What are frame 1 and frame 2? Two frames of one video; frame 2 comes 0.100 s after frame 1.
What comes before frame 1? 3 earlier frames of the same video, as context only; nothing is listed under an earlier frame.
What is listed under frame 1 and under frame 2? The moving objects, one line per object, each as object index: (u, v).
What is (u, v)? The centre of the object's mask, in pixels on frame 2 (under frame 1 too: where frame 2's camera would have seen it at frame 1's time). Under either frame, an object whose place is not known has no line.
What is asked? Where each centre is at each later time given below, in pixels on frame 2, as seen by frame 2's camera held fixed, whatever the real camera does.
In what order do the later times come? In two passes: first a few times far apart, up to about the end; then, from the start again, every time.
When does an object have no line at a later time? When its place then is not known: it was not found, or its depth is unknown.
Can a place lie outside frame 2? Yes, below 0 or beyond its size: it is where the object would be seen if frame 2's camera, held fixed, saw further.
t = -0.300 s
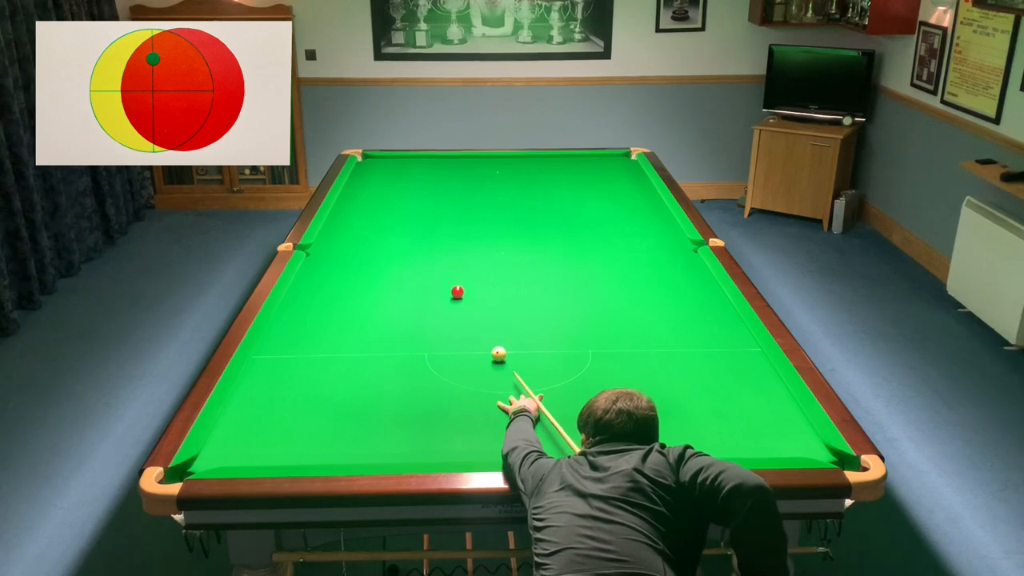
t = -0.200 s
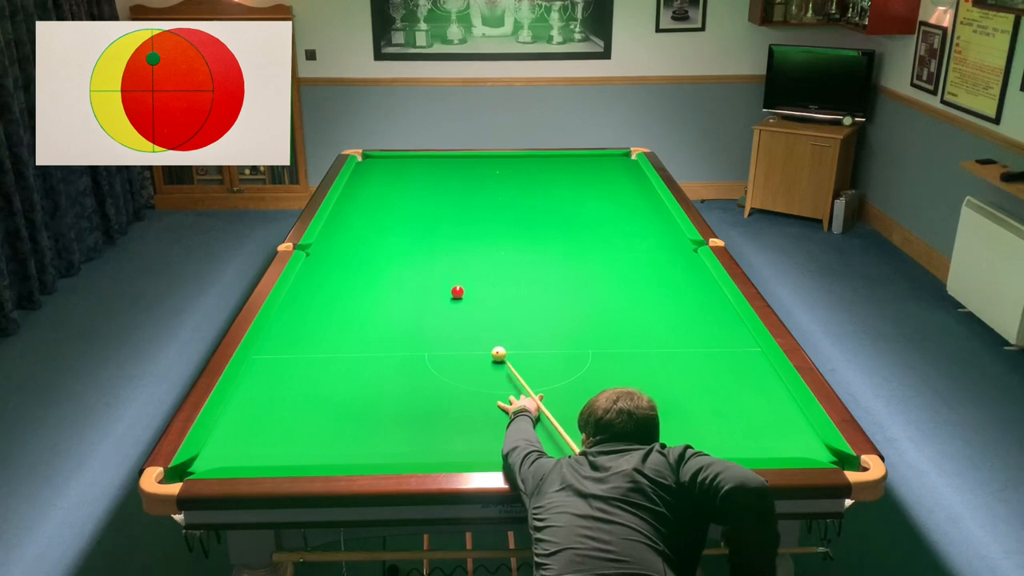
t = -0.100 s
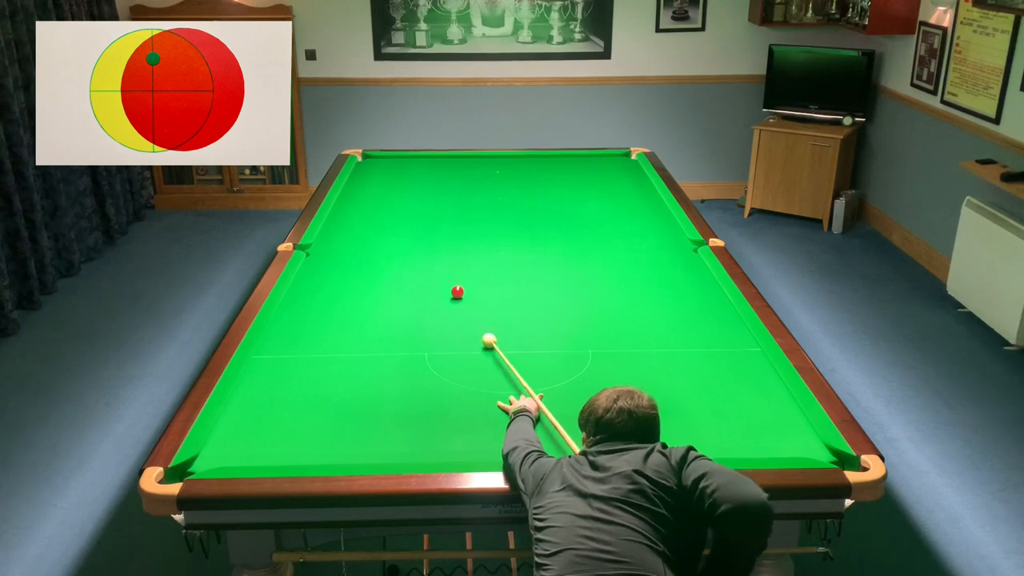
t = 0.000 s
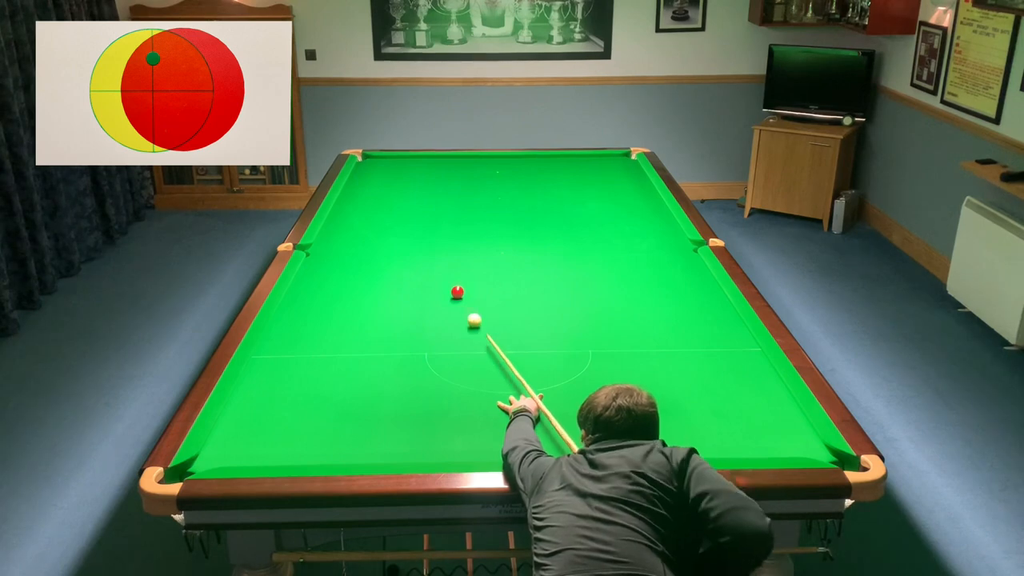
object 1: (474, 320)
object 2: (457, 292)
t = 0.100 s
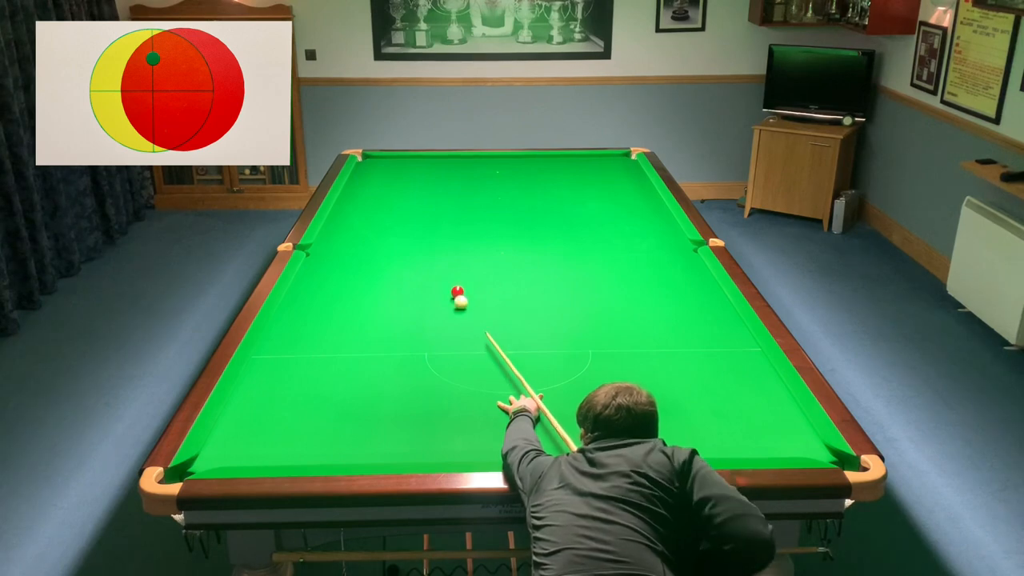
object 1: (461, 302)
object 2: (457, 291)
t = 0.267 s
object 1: (439, 295)
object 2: (458, 274)
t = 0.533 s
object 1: (408, 284)
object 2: (459, 249)
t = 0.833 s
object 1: (375, 273)
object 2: (460, 226)
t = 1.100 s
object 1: (349, 263)
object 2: (460, 209)
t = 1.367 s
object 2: (461, 194)
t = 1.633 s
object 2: (461, 180)
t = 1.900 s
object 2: (462, 169)
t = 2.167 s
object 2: (462, 158)
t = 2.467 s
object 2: (461, 163)
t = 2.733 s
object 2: (460, 169)
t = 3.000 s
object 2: (458, 176)
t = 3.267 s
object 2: (457, 182)
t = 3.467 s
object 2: (456, 187)
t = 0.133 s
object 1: (457, 296)
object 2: (458, 289)
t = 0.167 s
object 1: (453, 296)
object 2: (458, 286)
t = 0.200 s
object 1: (448, 296)
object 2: (457, 282)
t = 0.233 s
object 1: (443, 296)
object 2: (458, 278)
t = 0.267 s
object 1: (439, 295)
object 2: (458, 274)
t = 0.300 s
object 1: (435, 294)
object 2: (458, 270)
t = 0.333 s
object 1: (431, 292)
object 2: (458, 267)
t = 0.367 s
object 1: (427, 291)
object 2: (458, 263)
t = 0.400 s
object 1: (423, 290)
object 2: (458, 260)
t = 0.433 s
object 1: (419, 288)
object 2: (459, 257)
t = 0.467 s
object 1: (415, 287)
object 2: (459, 255)
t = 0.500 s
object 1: (411, 286)
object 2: (459, 252)
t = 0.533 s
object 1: (408, 284)
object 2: (459, 249)
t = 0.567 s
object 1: (404, 283)
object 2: (459, 246)
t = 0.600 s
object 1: (400, 281)
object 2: (459, 244)
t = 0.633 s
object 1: (396, 280)
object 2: (459, 241)
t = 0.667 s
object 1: (392, 279)
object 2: (459, 238)
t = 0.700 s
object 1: (389, 278)
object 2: (459, 236)
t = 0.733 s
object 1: (385, 276)
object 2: (460, 233)
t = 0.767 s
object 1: (382, 275)
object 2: (460, 231)
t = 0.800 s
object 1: (378, 274)
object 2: (460, 229)
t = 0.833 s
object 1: (375, 273)
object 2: (460, 226)
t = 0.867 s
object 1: (372, 271)
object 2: (460, 224)
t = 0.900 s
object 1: (368, 270)
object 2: (460, 222)
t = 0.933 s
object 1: (365, 269)
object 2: (460, 220)
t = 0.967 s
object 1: (362, 268)
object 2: (460, 217)
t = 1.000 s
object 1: (358, 267)
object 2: (460, 215)
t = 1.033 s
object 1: (355, 265)
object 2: (460, 213)
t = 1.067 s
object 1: (352, 264)
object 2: (460, 211)
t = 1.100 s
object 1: (349, 263)
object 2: (460, 209)
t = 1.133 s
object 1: (346, 262)
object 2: (460, 207)
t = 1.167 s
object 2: (460, 205)
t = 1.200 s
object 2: (461, 203)
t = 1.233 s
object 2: (461, 201)
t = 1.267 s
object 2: (461, 199)
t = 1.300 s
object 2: (461, 197)
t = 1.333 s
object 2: (461, 196)
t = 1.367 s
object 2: (461, 194)
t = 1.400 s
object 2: (461, 192)
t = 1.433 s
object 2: (461, 191)
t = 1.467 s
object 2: (461, 189)
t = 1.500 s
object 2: (461, 187)
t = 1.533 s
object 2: (461, 185)
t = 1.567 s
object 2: (461, 184)
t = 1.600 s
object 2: (461, 182)
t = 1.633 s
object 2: (461, 180)
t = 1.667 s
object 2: (461, 179)
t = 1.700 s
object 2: (461, 177)
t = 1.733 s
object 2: (461, 176)
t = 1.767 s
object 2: (461, 174)
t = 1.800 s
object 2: (462, 173)
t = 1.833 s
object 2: (462, 171)
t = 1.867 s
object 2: (462, 170)
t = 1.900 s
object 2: (462, 169)
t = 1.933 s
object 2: (462, 167)
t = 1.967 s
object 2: (462, 166)
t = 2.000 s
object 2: (462, 165)
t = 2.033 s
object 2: (462, 163)
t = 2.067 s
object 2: (462, 162)
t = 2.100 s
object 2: (462, 161)
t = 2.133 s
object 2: (462, 159)
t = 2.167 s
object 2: (462, 158)
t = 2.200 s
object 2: (462, 157)
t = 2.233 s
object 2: (462, 157)
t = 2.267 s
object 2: (462, 158)
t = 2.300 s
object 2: (461, 159)
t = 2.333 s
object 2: (461, 160)
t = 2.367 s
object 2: (461, 160)
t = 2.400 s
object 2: (461, 161)
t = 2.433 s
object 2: (461, 162)
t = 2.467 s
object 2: (461, 163)
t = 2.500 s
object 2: (461, 164)
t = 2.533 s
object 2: (460, 165)
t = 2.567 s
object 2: (460, 165)
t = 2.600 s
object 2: (460, 166)
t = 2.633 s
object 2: (460, 167)
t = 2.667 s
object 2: (460, 168)
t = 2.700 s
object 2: (460, 168)
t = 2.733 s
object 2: (460, 169)
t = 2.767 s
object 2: (459, 170)
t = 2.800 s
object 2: (459, 171)
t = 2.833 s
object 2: (459, 172)
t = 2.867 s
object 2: (459, 172)
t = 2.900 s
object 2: (459, 173)
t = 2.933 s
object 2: (459, 174)
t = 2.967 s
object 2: (459, 175)
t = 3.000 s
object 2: (458, 176)
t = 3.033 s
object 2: (458, 176)
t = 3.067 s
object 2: (458, 177)
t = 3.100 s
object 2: (458, 178)
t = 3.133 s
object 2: (458, 179)
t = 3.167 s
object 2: (457, 180)
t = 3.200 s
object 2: (457, 180)
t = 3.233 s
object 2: (457, 181)
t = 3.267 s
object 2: (457, 182)
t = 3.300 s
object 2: (457, 183)
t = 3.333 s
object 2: (456, 184)
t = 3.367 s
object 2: (456, 184)
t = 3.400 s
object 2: (456, 185)
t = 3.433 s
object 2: (456, 186)
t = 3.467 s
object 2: (456, 187)
